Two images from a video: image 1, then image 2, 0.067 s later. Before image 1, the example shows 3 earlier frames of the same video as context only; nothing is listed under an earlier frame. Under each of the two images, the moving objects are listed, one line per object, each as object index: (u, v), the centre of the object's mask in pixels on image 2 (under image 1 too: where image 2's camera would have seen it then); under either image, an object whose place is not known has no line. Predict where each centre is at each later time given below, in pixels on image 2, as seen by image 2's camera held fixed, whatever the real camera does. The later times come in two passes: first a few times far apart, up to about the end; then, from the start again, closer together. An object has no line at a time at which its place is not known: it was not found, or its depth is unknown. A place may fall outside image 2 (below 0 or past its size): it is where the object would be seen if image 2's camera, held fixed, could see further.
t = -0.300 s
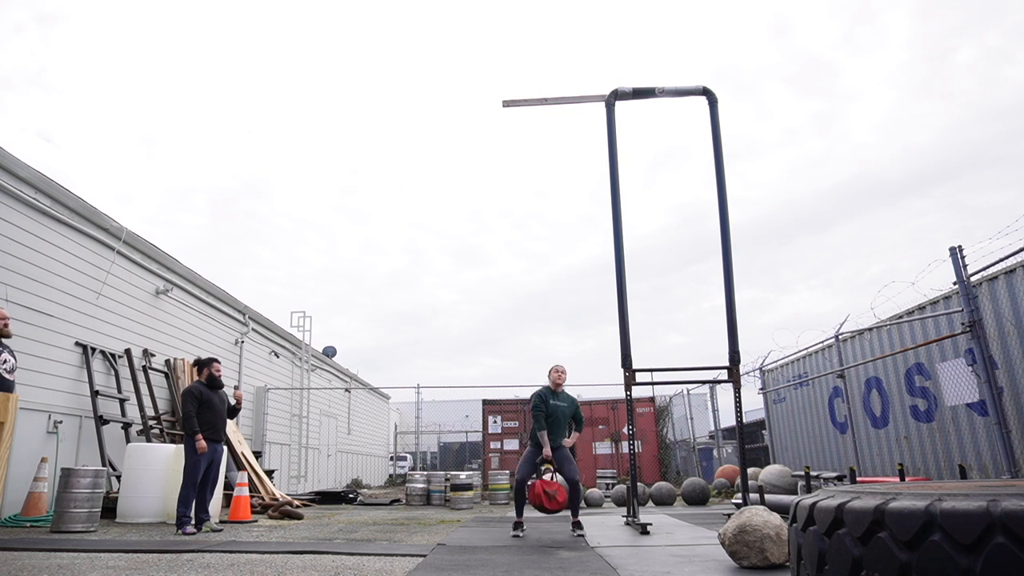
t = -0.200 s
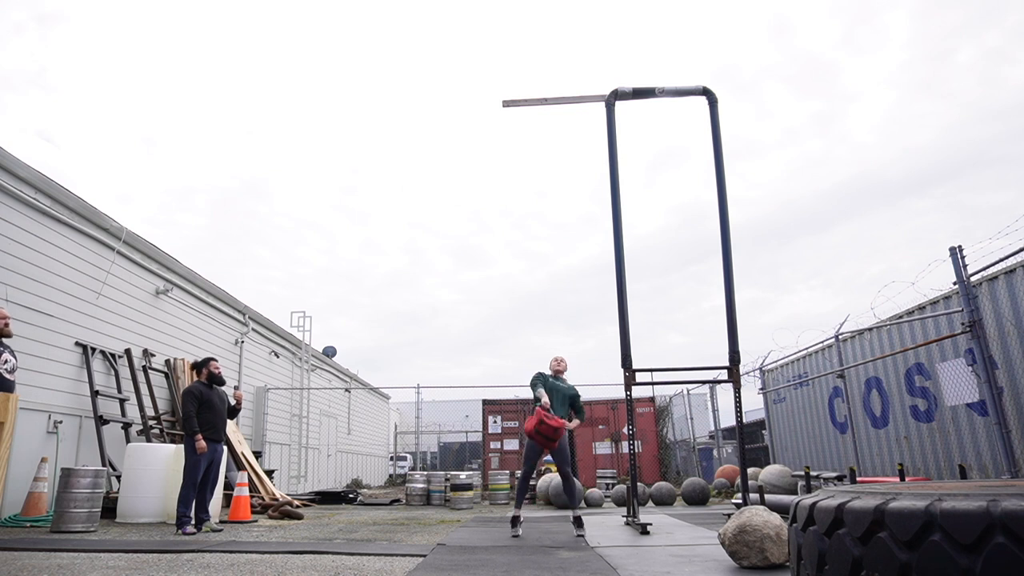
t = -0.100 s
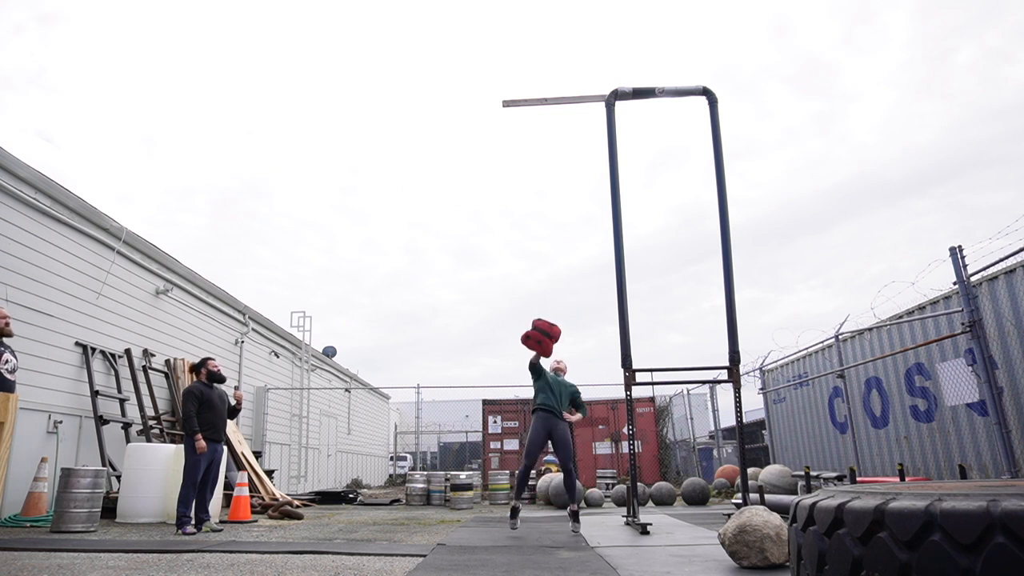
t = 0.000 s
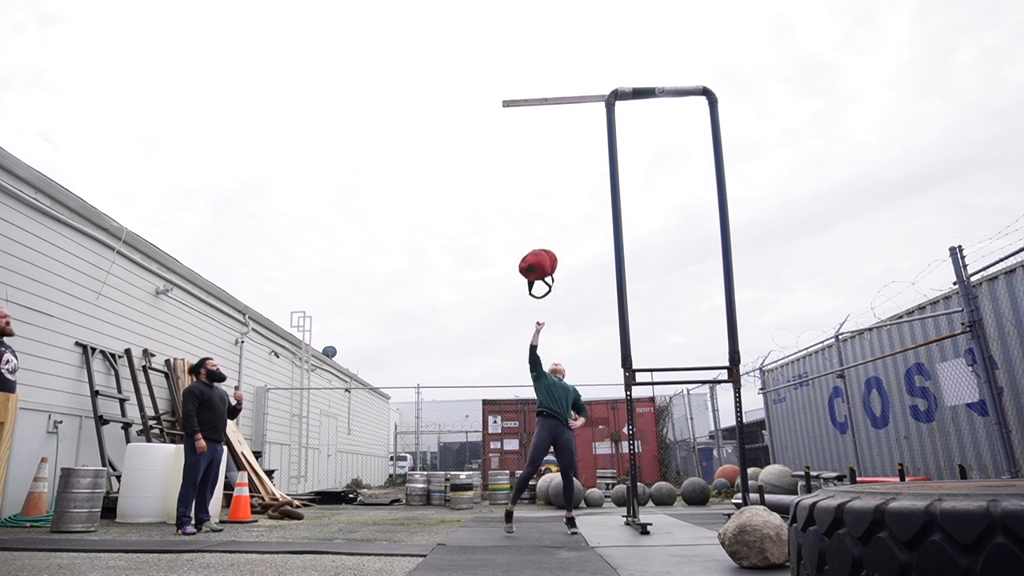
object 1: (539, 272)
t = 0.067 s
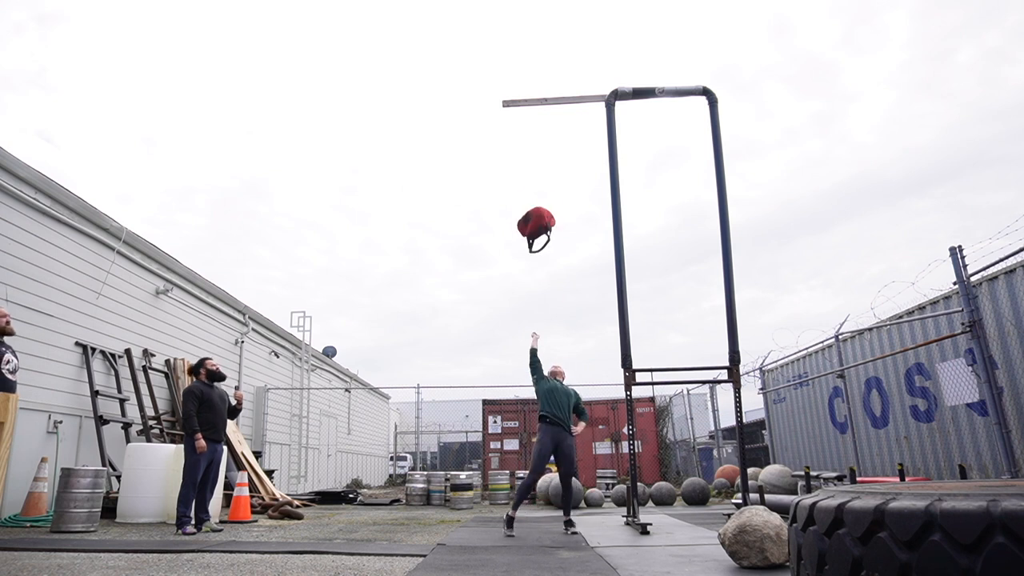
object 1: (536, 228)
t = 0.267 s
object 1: (534, 121)
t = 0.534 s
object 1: (531, 65)
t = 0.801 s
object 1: (536, 77)
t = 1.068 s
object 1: (540, 122)
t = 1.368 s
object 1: (549, 239)
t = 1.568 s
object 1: (560, 362)
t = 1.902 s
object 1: (571, 512)
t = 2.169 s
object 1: (571, 513)
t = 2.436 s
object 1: (572, 512)
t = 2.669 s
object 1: (572, 512)
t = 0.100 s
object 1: (535, 205)
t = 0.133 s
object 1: (534, 184)
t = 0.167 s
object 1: (534, 166)
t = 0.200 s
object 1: (534, 151)
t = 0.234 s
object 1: (535, 136)
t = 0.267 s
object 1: (534, 121)
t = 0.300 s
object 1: (533, 107)
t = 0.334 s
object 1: (532, 95)
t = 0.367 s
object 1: (532, 86)
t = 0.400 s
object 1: (531, 79)
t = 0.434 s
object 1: (531, 74)
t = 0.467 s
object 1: (530, 71)
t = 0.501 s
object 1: (531, 67)
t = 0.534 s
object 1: (531, 65)
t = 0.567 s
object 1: (532, 64)
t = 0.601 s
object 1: (533, 63)
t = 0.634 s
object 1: (533, 63)
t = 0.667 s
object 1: (534, 64)
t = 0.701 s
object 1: (534, 67)
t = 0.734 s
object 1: (535, 71)
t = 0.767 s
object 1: (535, 75)
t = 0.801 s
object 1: (536, 77)
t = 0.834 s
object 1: (536, 80)
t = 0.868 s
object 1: (536, 84)
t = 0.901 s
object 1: (536, 86)
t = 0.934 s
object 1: (537, 93)
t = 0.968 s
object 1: (537, 92)
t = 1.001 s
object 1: (537, 109)
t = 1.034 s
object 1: (539, 116)
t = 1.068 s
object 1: (540, 122)
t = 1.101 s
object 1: (542, 132)
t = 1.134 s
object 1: (543, 141)
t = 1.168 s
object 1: (544, 152)
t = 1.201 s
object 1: (545, 164)
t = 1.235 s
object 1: (546, 177)
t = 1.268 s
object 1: (547, 190)
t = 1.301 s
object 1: (548, 205)
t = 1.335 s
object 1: (549, 221)
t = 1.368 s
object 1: (549, 239)
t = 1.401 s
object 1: (550, 257)
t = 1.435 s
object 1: (551, 277)
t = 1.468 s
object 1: (552, 297)
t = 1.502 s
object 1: (554, 318)
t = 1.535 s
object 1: (556, 340)
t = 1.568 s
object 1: (560, 362)
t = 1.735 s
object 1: (570, 495)
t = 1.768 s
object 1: (572, 513)
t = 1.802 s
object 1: (571, 513)
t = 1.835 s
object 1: (570, 512)
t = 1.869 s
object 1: (571, 512)
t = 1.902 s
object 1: (571, 512)
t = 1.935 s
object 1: (571, 512)
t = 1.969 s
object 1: (571, 512)
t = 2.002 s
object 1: (571, 512)
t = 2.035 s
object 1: (571, 513)
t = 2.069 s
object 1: (571, 513)
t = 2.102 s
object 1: (571, 513)
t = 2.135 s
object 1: (571, 513)
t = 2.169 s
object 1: (571, 513)
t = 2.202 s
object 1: (571, 513)
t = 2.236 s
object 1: (571, 513)
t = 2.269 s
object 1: (571, 513)
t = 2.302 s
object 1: (571, 513)
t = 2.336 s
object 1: (572, 512)
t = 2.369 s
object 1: (572, 512)
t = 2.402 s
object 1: (572, 512)
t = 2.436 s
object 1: (572, 512)
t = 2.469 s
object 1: (572, 513)
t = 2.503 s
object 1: (572, 512)
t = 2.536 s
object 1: (572, 512)
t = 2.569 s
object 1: (572, 512)
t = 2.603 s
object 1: (572, 512)
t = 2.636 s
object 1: (572, 512)
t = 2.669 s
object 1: (572, 512)
